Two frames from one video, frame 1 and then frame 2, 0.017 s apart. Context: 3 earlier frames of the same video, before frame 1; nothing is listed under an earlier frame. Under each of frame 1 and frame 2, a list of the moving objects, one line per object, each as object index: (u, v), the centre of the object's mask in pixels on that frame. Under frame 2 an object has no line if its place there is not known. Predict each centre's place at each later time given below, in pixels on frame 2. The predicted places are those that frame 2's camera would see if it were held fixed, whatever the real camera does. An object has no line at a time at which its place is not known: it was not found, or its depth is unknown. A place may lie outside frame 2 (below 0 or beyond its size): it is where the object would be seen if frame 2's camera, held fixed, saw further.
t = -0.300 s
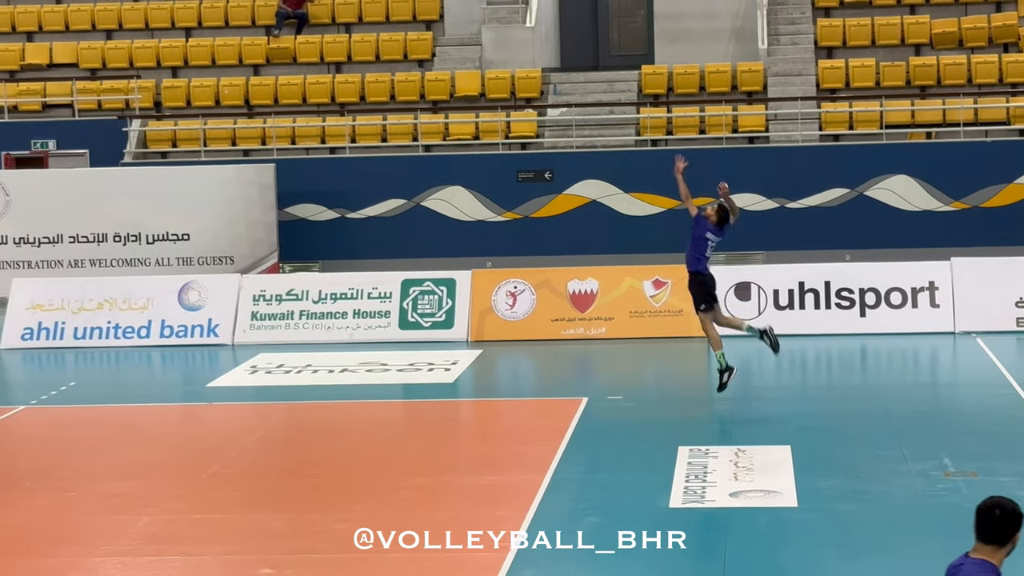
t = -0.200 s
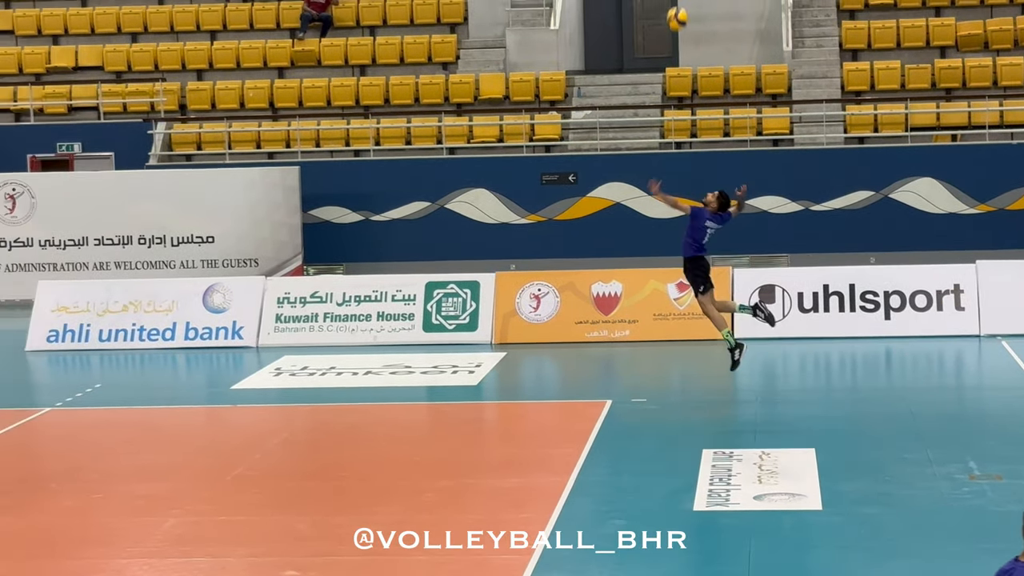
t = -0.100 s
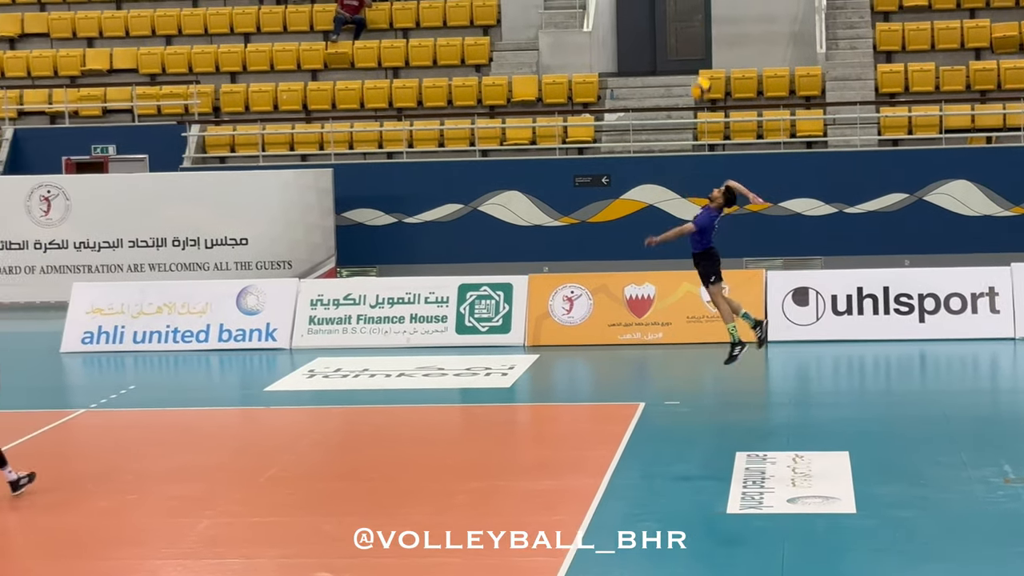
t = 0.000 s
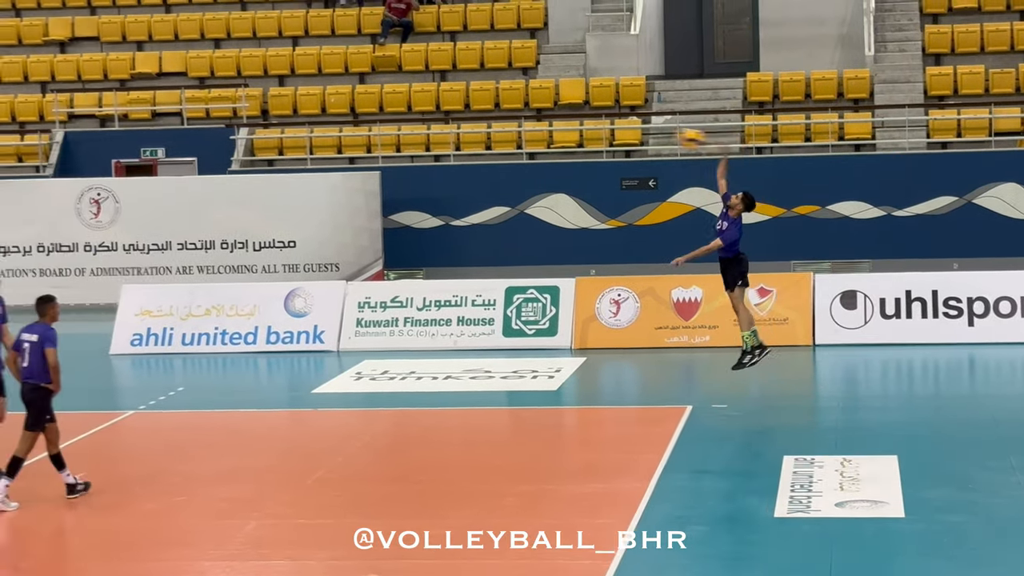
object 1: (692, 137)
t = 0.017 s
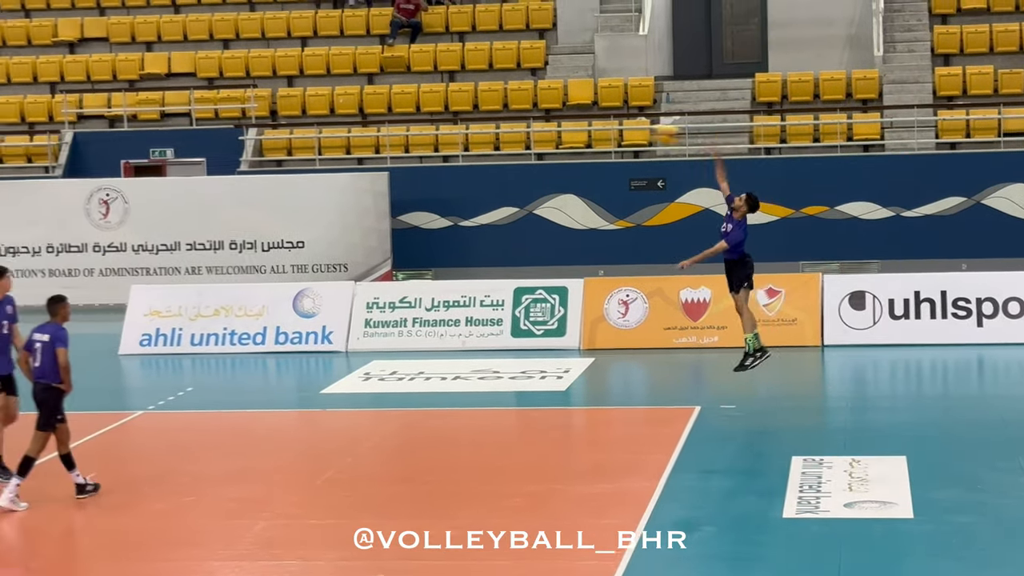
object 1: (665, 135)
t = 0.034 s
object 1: (634, 128)
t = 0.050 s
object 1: (606, 124)
